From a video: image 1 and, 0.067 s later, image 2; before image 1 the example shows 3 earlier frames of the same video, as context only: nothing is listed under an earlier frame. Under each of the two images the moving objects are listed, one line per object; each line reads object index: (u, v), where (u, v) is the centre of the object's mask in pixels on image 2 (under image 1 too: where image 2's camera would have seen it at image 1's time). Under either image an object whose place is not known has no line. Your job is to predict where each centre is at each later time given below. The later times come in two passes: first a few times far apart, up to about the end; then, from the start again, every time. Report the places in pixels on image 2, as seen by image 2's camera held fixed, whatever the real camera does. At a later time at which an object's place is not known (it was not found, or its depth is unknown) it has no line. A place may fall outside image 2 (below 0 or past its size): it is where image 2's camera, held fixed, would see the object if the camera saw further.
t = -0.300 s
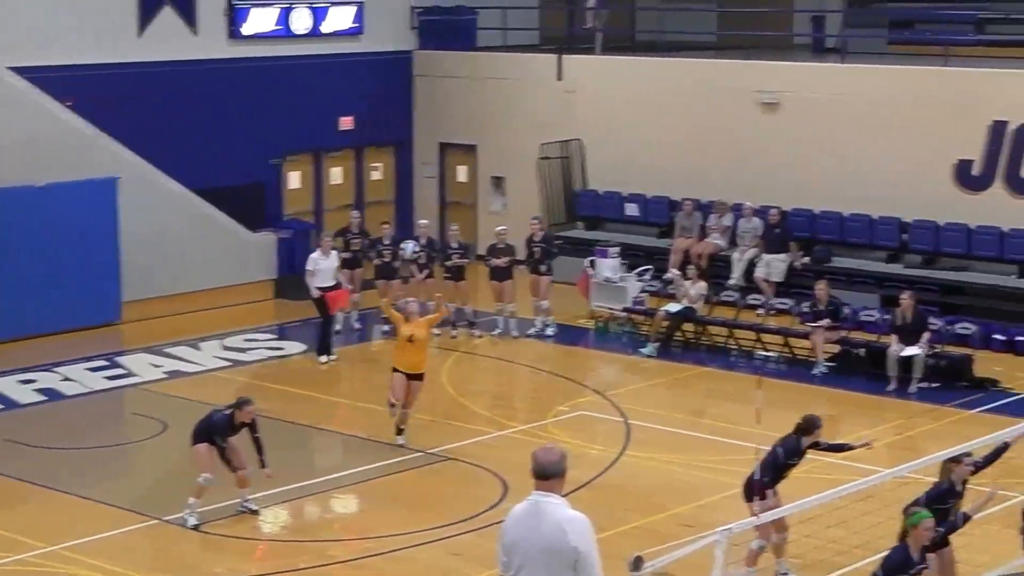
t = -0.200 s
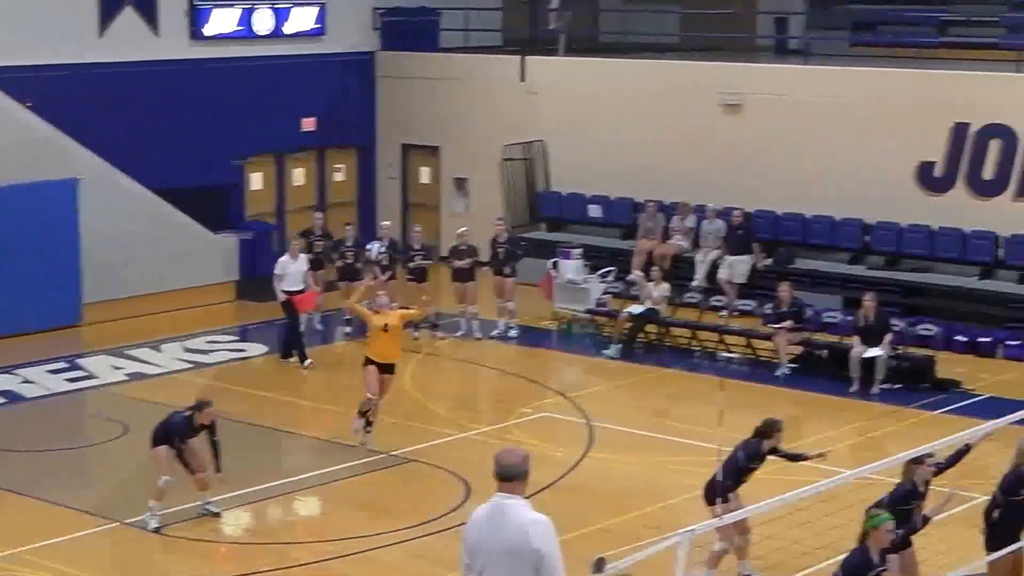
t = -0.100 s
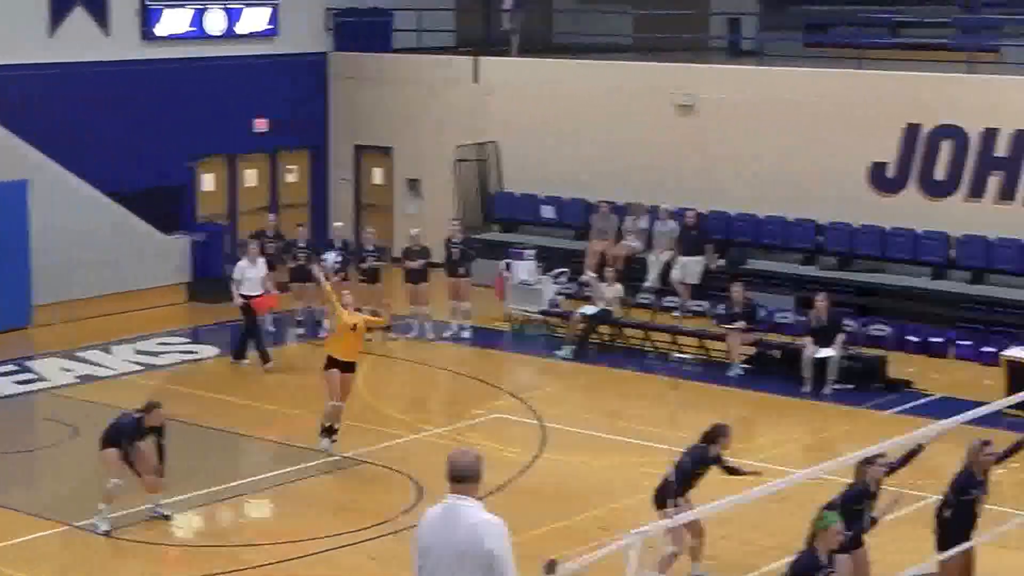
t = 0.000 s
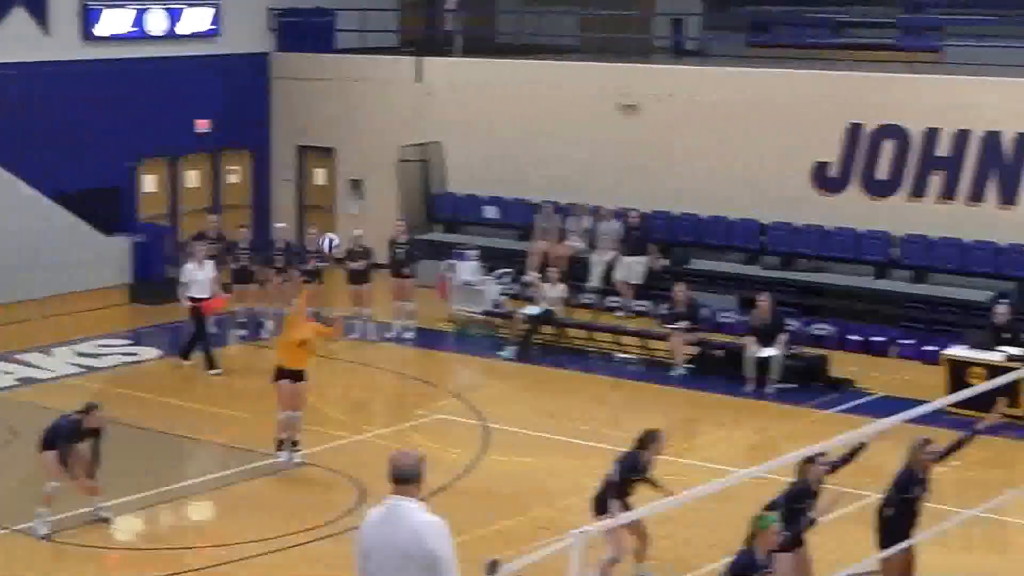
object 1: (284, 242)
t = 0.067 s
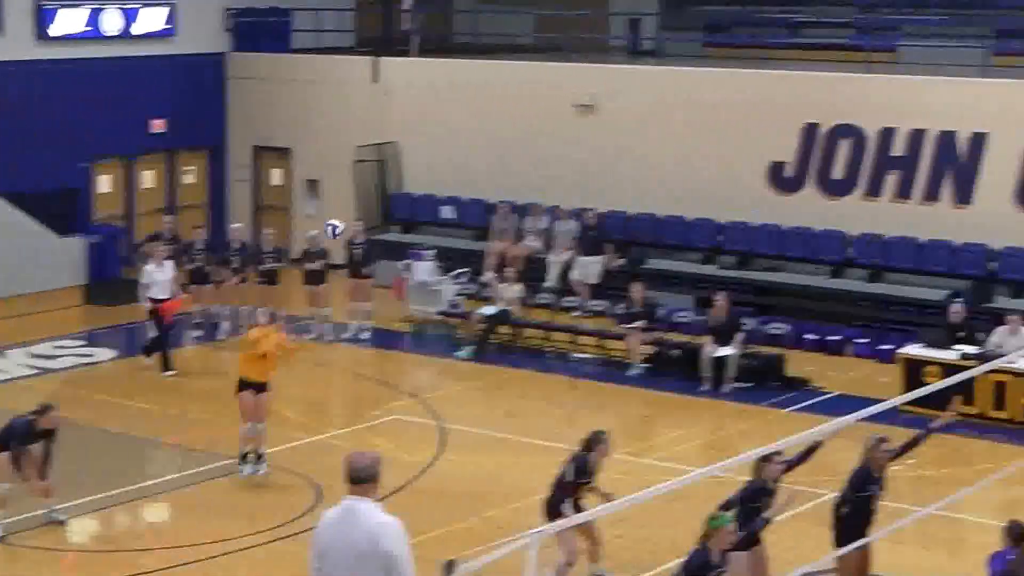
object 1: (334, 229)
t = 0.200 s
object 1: (445, 210)
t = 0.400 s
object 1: (636, 202)
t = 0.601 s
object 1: (863, 244)
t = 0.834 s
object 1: (1208, 369)
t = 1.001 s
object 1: (1525, 548)
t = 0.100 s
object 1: (361, 224)
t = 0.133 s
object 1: (388, 218)
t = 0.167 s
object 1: (416, 214)
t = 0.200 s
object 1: (445, 210)
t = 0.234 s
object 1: (474, 207)
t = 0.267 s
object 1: (505, 204)
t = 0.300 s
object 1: (537, 202)
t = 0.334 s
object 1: (569, 201)
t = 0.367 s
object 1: (602, 202)
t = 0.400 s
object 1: (636, 202)
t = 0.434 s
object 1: (670, 206)
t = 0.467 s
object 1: (706, 211)
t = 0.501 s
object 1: (743, 218)
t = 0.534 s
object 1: (782, 226)
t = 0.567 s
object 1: (822, 235)
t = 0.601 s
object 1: (863, 244)
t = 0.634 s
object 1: (906, 254)
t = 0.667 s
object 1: (952, 268)
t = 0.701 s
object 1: (999, 285)
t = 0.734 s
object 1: (1048, 303)
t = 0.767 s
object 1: (1099, 323)
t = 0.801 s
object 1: (1152, 343)
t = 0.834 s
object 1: (1208, 369)
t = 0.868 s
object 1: (1266, 396)
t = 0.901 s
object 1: (1326, 428)
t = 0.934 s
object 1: (1389, 463)
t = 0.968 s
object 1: (1455, 502)
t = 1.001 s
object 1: (1525, 548)
